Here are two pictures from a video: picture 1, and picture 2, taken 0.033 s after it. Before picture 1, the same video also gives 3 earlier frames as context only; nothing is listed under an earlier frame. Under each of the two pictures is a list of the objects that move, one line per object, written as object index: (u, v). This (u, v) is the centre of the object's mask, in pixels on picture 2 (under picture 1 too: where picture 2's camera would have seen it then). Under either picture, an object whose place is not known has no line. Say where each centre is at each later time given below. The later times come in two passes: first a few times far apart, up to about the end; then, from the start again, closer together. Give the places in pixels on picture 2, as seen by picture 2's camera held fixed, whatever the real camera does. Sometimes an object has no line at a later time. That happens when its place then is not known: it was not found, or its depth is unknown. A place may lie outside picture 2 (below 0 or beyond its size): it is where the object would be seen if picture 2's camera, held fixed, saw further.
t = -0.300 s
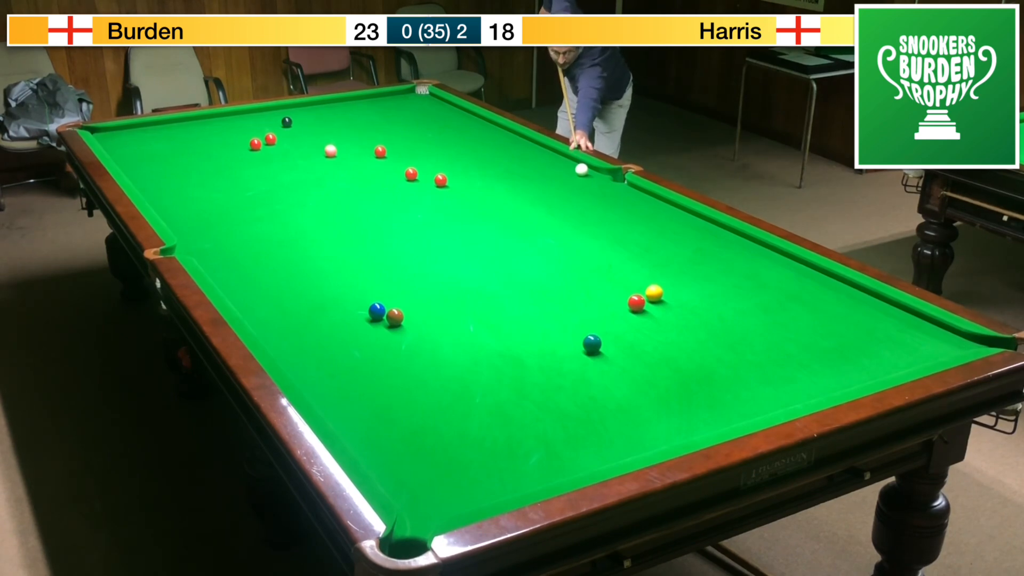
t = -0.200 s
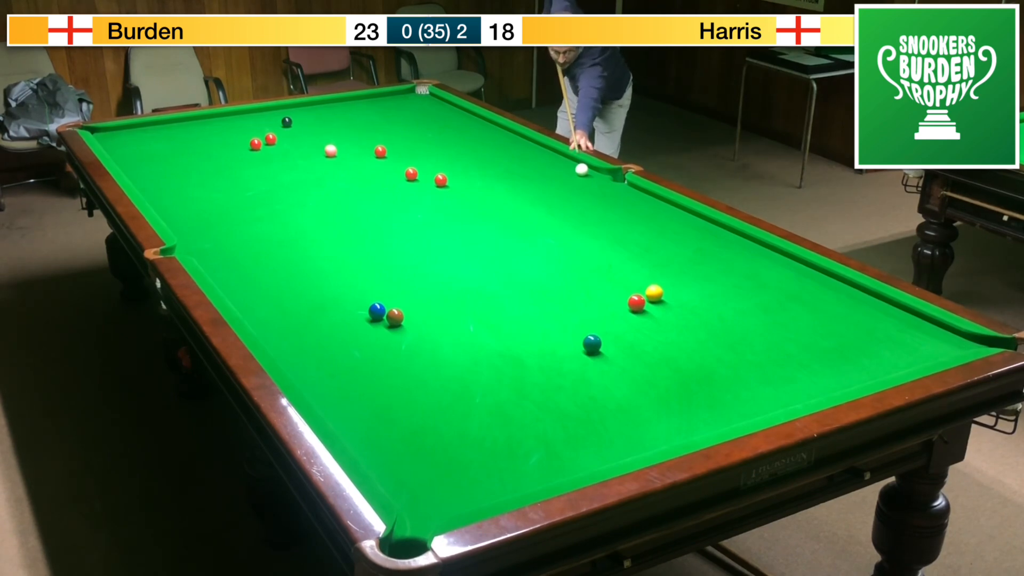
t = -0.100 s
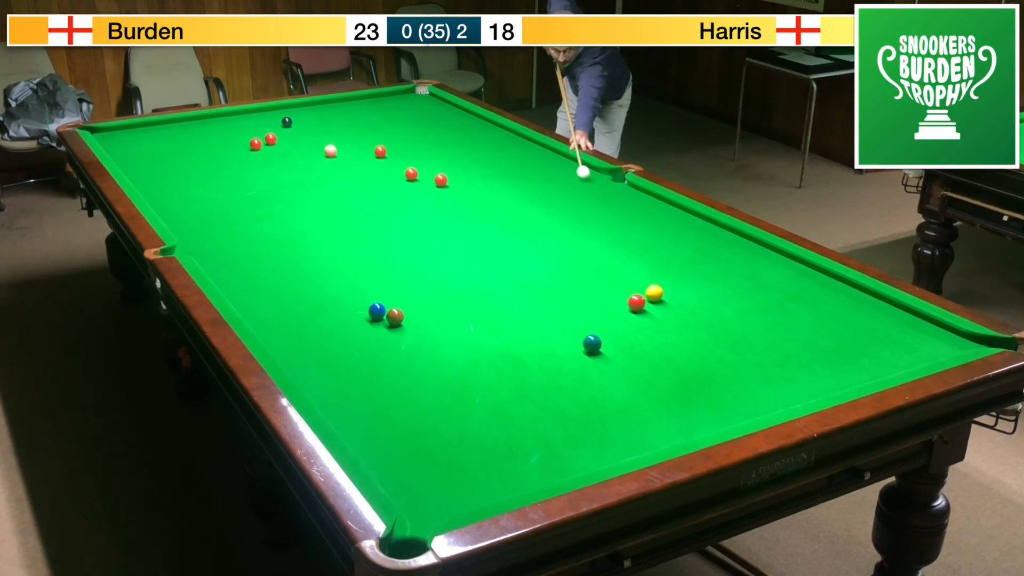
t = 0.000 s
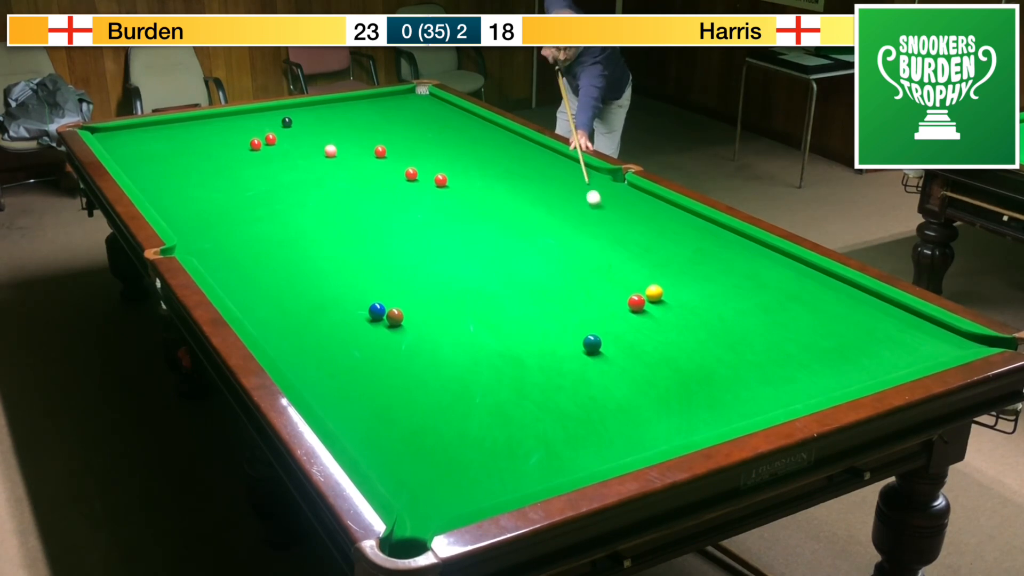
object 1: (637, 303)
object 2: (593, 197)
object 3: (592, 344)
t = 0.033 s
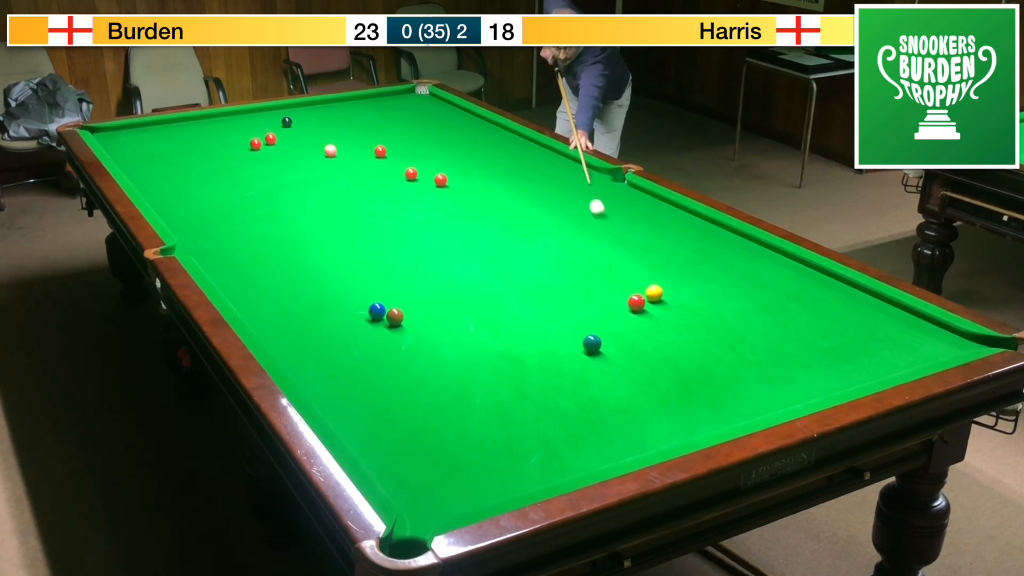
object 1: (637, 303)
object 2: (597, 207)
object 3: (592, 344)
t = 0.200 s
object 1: (637, 303)
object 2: (616, 255)
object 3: (592, 344)
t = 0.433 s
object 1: (657, 337)
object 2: (628, 298)
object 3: (592, 344)
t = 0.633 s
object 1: (692, 400)
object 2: (624, 307)
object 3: (592, 344)
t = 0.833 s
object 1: (664, 413)
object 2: (619, 316)
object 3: (592, 344)
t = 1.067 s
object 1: (584, 388)
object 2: (614, 325)
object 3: (592, 344)
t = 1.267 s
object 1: (525, 369)
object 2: (610, 333)
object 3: (592, 344)
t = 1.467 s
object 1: (471, 352)
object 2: (608, 339)
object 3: (591, 344)
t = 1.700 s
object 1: (415, 334)
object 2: (611, 343)
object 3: (585, 346)
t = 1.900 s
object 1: (371, 320)
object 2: (614, 346)
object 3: (582, 347)
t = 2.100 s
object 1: (330, 308)
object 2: (616, 348)
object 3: (579, 347)
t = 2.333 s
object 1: (286, 294)
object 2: (616, 348)
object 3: (579, 347)
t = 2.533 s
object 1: (251, 283)
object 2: (616, 348)
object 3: (579, 347)
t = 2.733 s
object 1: (220, 273)
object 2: (616, 348)
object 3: (579, 347)
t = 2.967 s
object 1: (211, 260)
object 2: (616, 348)
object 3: (579, 347)
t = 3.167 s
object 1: (212, 249)
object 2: (616, 348)
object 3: (579, 347)
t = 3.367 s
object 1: (213, 239)
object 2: (616, 348)
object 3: (579, 348)
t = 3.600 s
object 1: (214, 229)
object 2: (616, 348)
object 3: (579, 347)
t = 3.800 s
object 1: (215, 220)
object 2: (616, 348)
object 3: (580, 347)
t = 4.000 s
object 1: (216, 213)
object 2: (616, 348)
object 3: (580, 348)
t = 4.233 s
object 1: (217, 205)
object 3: (580, 347)
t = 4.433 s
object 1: (218, 200)
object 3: (580, 347)
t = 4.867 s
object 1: (220, 188)
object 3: (579, 348)
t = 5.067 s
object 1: (220, 184)
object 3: (579, 348)
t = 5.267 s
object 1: (221, 181)
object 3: (579, 348)
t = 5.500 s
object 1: (221, 177)
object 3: (579, 348)
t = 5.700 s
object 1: (221, 174)
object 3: (579, 349)
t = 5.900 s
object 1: (222, 171)
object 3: (579, 348)
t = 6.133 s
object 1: (222, 169)
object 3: (579, 348)
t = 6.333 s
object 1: (222, 167)
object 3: (579, 348)
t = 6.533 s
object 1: (223, 166)
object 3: (579, 348)
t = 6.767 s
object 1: (223, 165)
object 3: (579, 348)
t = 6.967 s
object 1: (223, 164)
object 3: (579, 348)
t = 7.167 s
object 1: (223, 164)
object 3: (579, 348)
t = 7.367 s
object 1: (223, 164)
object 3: (579, 348)
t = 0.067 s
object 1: (637, 303)
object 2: (600, 216)
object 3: (592, 344)
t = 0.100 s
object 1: (637, 303)
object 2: (604, 226)
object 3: (592, 344)
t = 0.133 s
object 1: (637, 303)
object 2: (608, 235)
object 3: (592, 344)
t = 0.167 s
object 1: (637, 303)
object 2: (612, 245)
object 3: (592, 344)
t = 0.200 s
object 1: (637, 303)
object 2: (616, 255)
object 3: (592, 344)
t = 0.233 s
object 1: (637, 303)
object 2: (620, 265)
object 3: (592, 344)
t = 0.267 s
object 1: (636, 303)
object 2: (625, 276)
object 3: (592, 344)
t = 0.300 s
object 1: (636, 303)
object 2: (629, 286)
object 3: (592, 344)
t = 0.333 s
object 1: (638, 305)
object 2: (631, 294)
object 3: (592, 344)
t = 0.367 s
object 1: (644, 316)
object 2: (630, 296)
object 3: (592, 344)
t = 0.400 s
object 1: (650, 327)
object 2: (629, 297)
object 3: (592, 344)
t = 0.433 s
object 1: (657, 337)
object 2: (628, 298)
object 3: (592, 344)
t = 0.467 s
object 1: (663, 348)
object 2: (627, 300)
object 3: (592, 344)
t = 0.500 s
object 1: (669, 358)
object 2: (626, 301)
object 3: (592, 344)
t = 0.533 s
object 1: (675, 369)
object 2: (626, 303)
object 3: (592, 344)
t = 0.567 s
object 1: (681, 380)
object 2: (625, 304)
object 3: (592, 344)
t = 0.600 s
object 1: (686, 390)
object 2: (624, 306)
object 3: (592, 344)
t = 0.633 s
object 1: (692, 400)
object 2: (624, 307)
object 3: (592, 344)
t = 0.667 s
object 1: (698, 411)
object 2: (623, 309)
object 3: (592, 344)
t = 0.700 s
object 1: (704, 421)
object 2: (622, 310)
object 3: (592, 344)
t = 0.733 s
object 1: (706, 426)
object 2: (622, 312)
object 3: (592, 344)
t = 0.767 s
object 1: (692, 423)
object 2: (621, 313)
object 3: (592, 344)
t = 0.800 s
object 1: (678, 418)
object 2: (620, 315)
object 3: (592, 344)
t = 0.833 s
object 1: (664, 413)
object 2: (619, 316)
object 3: (592, 344)
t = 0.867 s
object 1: (651, 409)
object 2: (618, 317)
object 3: (592, 344)
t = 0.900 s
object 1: (640, 405)
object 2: (618, 319)
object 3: (592, 344)
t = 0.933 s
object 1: (628, 401)
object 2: (617, 320)
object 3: (592, 344)
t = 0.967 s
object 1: (617, 398)
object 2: (616, 322)
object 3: (592, 344)
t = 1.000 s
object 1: (606, 395)
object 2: (616, 323)
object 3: (592, 344)
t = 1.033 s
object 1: (595, 391)
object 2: (615, 324)
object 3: (592, 344)
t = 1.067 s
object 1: (584, 388)
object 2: (614, 325)
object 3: (592, 344)
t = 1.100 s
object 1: (574, 385)
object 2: (614, 326)
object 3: (592, 344)
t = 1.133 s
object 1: (564, 382)
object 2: (613, 328)
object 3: (592, 344)
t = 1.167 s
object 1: (554, 378)
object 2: (612, 329)
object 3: (592, 344)
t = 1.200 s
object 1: (544, 375)
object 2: (611, 330)
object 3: (592, 344)
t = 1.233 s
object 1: (534, 372)
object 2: (611, 332)
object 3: (592, 344)
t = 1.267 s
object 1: (525, 369)
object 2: (610, 333)
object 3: (592, 344)
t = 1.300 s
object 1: (515, 366)
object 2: (610, 334)
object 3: (592, 344)
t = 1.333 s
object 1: (506, 363)
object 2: (609, 335)
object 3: (592, 344)
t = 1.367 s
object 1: (497, 361)
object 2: (608, 336)
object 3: (592, 344)
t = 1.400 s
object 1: (488, 358)
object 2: (608, 337)
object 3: (592, 344)
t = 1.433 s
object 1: (480, 355)
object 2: (608, 338)
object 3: (592, 343)
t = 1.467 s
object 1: (471, 352)
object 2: (608, 339)
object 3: (591, 344)
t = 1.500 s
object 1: (463, 349)
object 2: (608, 340)
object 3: (590, 344)
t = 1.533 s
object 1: (454, 347)
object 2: (608, 340)
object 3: (589, 344)
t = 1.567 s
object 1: (446, 344)
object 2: (609, 341)
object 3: (588, 345)
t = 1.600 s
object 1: (438, 342)
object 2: (610, 342)
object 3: (588, 345)
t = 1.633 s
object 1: (430, 339)
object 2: (610, 342)
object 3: (587, 345)
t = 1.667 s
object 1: (422, 337)
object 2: (611, 343)
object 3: (586, 345)
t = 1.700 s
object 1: (415, 334)
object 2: (611, 343)
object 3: (585, 346)
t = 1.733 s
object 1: (407, 332)
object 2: (611, 344)
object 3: (585, 346)
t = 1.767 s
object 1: (399, 329)
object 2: (612, 344)
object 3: (584, 346)
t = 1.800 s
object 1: (392, 327)
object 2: (612, 345)
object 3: (583, 346)
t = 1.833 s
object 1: (384, 325)
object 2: (613, 345)
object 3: (583, 346)
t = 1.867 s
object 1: (377, 322)
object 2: (613, 345)
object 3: (582, 346)
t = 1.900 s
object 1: (371, 320)
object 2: (614, 346)
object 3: (582, 347)
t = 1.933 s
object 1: (364, 318)
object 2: (614, 346)
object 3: (581, 347)
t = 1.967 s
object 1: (357, 315)
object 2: (614, 346)
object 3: (581, 347)
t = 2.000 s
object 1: (349, 314)
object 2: (615, 347)
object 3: (580, 347)
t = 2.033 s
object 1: (343, 312)
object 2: (615, 347)
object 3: (580, 347)
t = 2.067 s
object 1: (336, 309)
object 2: (615, 347)
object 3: (580, 347)
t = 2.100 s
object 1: (330, 308)
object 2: (616, 348)
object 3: (579, 347)
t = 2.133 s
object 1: (323, 306)
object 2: (616, 348)
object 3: (579, 347)
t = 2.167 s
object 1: (317, 303)
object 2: (616, 348)
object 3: (579, 347)
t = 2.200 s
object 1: (310, 301)
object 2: (616, 348)
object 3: (579, 347)
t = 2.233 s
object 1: (304, 300)
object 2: (616, 348)
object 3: (579, 348)
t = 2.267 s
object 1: (298, 298)
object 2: (616, 348)
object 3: (579, 347)
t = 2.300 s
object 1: (292, 296)
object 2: (616, 348)
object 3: (579, 347)
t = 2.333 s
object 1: (286, 294)
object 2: (616, 348)
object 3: (579, 347)
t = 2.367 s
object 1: (280, 292)
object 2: (616, 348)
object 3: (579, 347)
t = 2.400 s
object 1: (274, 290)
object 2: (616, 348)
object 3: (579, 347)
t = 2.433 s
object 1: (268, 289)
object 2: (616, 348)
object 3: (579, 348)
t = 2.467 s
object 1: (263, 287)
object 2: (616, 348)
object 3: (579, 347)
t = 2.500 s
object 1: (257, 285)
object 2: (616, 348)
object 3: (579, 347)
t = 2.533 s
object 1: (251, 283)
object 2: (616, 348)
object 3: (579, 347)
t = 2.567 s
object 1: (246, 281)
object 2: (616, 348)
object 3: (579, 347)
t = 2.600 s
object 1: (241, 280)
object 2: (616, 348)
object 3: (579, 347)
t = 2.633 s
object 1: (235, 278)
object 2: (616, 348)
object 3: (579, 347)
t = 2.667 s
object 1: (230, 276)
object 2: (616, 348)
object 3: (579, 347)
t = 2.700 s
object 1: (225, 275)
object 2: (616, 348)
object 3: (579, 347)
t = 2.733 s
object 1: (220, 273)
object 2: (616, 348)
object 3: (579, 347)
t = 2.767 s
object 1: (215, 272)
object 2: (616, 348)
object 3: (579, 347)
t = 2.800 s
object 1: (211, 270)
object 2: (616, 348)
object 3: (579, 347)
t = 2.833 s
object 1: (211, 268)
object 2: (616, 348)
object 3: (579, 347)
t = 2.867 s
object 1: (211, 266)
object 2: (616, 348)
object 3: (579, 347)
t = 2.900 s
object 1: (211, 264)
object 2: (616, 348)
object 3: (579, 347)
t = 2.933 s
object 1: (211, 262)
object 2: (616, 348)
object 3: (579, 347)
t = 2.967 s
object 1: (211, 260)
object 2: (616, 348)
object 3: (579, 347)
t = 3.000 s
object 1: (212, 258)
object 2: (616, 348)
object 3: (579, 347)
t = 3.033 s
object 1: (212, 256)
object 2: (616, 348)
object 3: (579, 347)
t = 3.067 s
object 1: (212, 254)
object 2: (616, 348)
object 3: (579, 347)
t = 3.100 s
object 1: (212, 253)
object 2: (616, 348)
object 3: (579, 347)
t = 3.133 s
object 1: (212, 251)
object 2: (616, 348)
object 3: (579, 347)
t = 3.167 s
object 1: (212, 249)
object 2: (616, 348)
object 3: (579, 347)
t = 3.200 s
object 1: (212, 247)
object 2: (616, 348)
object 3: (579, 347)
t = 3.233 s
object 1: (213, 246)
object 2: (616, 348)
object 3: (579, 347)
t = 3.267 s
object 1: (213, 244)
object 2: (616, 348)
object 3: (579, 347)
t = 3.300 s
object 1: (213, 242)
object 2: (616, 348)
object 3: (579, 347)
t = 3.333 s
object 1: (213, 241)
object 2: (616, 348)
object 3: (579, 348)
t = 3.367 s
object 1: (213, 239)
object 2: (616, 348)
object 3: (579, 348)
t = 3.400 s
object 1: (213, 238)
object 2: (616, 348)
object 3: (579, 348)
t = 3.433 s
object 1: (213, 236)
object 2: (616, 348)
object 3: (579, 347)
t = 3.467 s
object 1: (214, 234)
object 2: (616, 348)
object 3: (579, 347)
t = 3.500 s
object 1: (214, 233)
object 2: (616, 348)
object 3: (579, 347)
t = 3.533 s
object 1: (214, 231)
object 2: (616, 348)
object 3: (579, 347)
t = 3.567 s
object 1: (214, 230)
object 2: (616, 348)
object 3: (579, 347)
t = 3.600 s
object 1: (214, 229)
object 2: (616, 348)
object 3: (579, 347)
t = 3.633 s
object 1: (214, 227)
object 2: (616, 348)
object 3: (579, 347)
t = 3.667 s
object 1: (215, 226)
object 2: (616, 348)
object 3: (579, 347)
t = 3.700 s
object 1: (215, 224)
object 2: (616, 348)
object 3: (579, 347)
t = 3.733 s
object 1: (215, 223)
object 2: (616, 348)
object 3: (579, 347)
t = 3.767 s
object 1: (215, 222)
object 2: (616, 348)
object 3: (579, 347)
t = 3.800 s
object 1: (215, 220)
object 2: (616, 348)
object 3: (580, 347)
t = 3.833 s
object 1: (216, 219)
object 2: (616, 348)
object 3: (579, 347)
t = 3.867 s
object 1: (216, 218)
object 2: (616, 348)
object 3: (579, 347)
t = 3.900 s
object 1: (216, 217)
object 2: (616, 348)
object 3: (579, 347)
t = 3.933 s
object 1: (216, 215)
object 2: (616, 348)
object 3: (579, 347)
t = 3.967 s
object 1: (216, 214)
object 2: (616, 348)
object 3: (579, 347)
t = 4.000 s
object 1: (216, 213)
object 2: (616, 348)
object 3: (580, 348)
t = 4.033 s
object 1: (216, 212)
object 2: (616, 348)
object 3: (580, 348)
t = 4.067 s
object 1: (217, 211)
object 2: (616, 348)
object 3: (580, 347)
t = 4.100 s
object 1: (217, 210)
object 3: (580, 347)
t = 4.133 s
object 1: (217, 209)
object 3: (580, 347)
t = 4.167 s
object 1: (217, 208)
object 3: (580, 347)
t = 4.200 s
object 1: (217, 206)
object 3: (580, 347)
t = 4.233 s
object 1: (217, 205)
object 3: (580, 347)
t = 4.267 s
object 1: (217, 204)
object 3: (580, 347)
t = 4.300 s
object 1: (218, 203)
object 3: (580, 348)
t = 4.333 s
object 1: (218, 202)
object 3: (579, 347)
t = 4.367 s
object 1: (218, 201)
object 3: (579, 347)
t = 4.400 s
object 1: (218, 200)
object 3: (580, 347)
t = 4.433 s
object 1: (218, 200)
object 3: (580, 347)
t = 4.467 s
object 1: (218, 199)
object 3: (580, 348)
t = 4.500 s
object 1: (218, 198)
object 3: (579, 347)
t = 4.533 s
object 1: (219, 197)
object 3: (580, 347)
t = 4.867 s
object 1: (220, 188)
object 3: (579, 348)
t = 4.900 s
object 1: (220, 188)
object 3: (579, 348)
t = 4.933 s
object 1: (220, 187)
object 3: (579, 348)
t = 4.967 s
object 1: (220, 186)
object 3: (579, 348)
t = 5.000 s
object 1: (220, 186)
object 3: (579, 348)
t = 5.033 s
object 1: (220, 185)
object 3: (579, 348)
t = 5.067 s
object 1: (220, 184)
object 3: (579, 348)
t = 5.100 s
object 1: (220, 184)
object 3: (579, 348)
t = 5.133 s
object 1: (220, 183)
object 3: (579, 348)
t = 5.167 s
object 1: (220, 182)
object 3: (579, 348)
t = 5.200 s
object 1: (220, 182)
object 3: (579, 348)
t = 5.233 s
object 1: (221, 181)
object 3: (579, 348)
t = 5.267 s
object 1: (221, 181)
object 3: (579, 348)
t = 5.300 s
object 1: (221, 180)
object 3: (579, 348)
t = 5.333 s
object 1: (221, 179)
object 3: (579, 348)
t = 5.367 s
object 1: (221, 179)
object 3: (579, 348)
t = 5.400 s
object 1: (221, 178)
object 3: (579, 348)
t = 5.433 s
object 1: (221, 178)
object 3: (579, 349)
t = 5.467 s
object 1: (221, 177)
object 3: (579, 349)
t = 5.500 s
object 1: (221, 177)
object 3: (579, 348)
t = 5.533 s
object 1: (221, 176)
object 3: (579, 349)
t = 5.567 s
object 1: (221, 176)
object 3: (579, 349)
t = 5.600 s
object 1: (221, 175)
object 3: (579, 349)
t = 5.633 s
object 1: (221, 175)
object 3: (579, 349)
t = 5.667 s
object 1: (221, 174)
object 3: (579, 349)
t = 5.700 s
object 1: (221, 174)
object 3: (579, 349)
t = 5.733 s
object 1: (221, 173)
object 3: (579, 349)
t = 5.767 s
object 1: (221, 173)
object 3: (580, 348)
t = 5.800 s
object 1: (221, 172)
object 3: (580, 348)
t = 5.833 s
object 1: (221, 172)
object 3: (580, 349)
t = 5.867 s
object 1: (221, 172)
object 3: (579, 348)
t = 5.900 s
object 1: (222, 171)
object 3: (579, 348)
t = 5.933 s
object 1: (222, 171)
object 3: (579, 348)
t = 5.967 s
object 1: (222, 171)
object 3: (579, 348)
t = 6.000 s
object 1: (222, 170)
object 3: (579, 348)
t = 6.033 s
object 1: (222, 170)
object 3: (579, 348)
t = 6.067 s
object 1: (222, 170)
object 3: (579, 348)
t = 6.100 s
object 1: (222, 169)
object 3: (579, 348)
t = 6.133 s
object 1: (222, 169)
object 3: (579, 348)
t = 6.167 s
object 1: (222, 169)
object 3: (579, 348)
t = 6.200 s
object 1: (222, 168)
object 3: (579, 348)
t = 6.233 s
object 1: (222, 168)
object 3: (579, 348)
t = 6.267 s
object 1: (222, 168)
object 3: (579, 349)
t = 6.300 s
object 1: (222, 168)
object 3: (579, 348)
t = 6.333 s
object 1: (222, 167)
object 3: (579, 348)
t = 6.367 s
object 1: (222, 167)
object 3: (579, 348)
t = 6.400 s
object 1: (222, 167)
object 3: (579, 348)
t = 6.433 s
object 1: (222, 167)
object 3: (579, 348)
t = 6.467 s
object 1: (223, 166)
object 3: (579, 349)
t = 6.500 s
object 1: (223, 166)
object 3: (579, 348)
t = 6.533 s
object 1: (223, 166)
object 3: (579, 348)
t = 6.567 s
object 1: (223, 166)
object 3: (579, 348)
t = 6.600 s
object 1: (223, 166)
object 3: (579, 349)
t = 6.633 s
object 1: (223, 165)
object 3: (579, 348)
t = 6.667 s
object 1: (223, 165)
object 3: (579, 348)
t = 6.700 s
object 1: (223, 165)
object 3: (579, 348)
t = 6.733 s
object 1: (223, 165)
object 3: (579, 348)
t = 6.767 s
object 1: (223, 165)
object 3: (579, 348)
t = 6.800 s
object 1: (223, 165)
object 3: (579, 348)
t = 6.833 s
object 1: (223, 164)
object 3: (579, 348)
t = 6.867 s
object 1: (223, 164)
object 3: (579, 349)
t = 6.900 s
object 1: (223, 164)
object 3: (579, 348)
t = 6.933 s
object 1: (223, 164)
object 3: (579, 348)
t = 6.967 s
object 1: (223, 164)
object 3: (579, 348)
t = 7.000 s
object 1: (223, 164)
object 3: (579, 348)
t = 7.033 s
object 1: (223, 164)
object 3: (579, 348)
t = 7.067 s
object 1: (223, 164)
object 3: (579, 348)
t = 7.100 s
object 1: (223, 164)
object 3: (579, 348)
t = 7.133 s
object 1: (223, 164)
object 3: (579, 349)
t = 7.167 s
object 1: (223, 164)
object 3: (579, 348)
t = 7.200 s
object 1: (223, 164)
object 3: (579, 348)
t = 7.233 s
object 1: (223, 164)
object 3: (579, 348)
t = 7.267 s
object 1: (223, 164)
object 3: (579, 348)
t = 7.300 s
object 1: (223, 164)
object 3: (579, 348)
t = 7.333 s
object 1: (223, 164)
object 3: (579, 348)
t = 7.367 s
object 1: (223, 164)
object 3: (579, 348)
